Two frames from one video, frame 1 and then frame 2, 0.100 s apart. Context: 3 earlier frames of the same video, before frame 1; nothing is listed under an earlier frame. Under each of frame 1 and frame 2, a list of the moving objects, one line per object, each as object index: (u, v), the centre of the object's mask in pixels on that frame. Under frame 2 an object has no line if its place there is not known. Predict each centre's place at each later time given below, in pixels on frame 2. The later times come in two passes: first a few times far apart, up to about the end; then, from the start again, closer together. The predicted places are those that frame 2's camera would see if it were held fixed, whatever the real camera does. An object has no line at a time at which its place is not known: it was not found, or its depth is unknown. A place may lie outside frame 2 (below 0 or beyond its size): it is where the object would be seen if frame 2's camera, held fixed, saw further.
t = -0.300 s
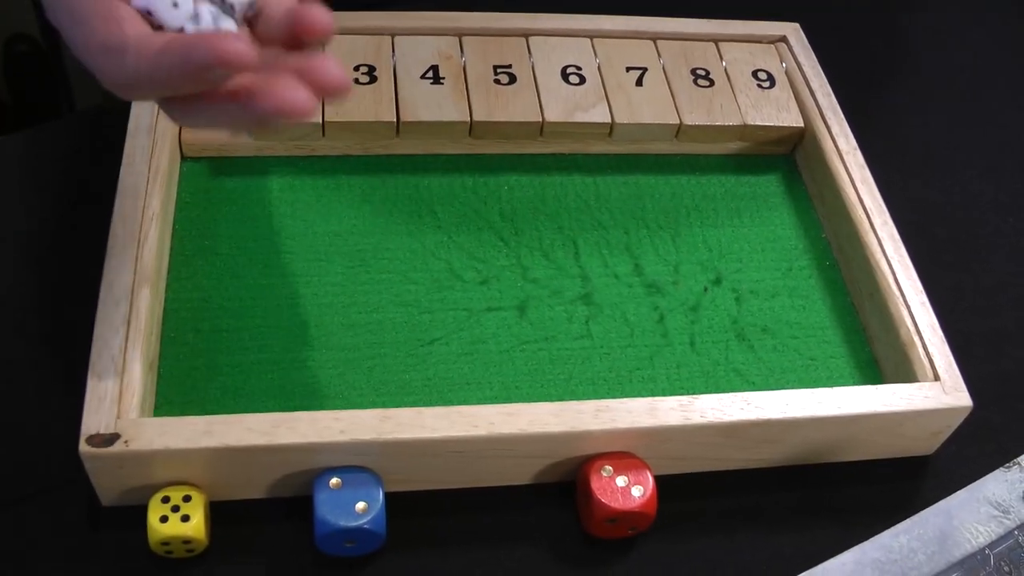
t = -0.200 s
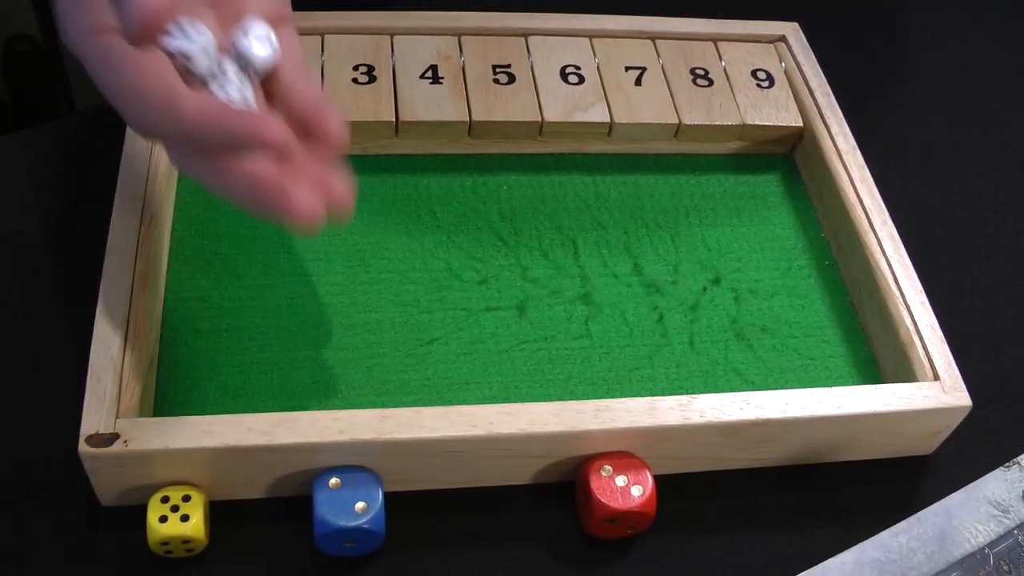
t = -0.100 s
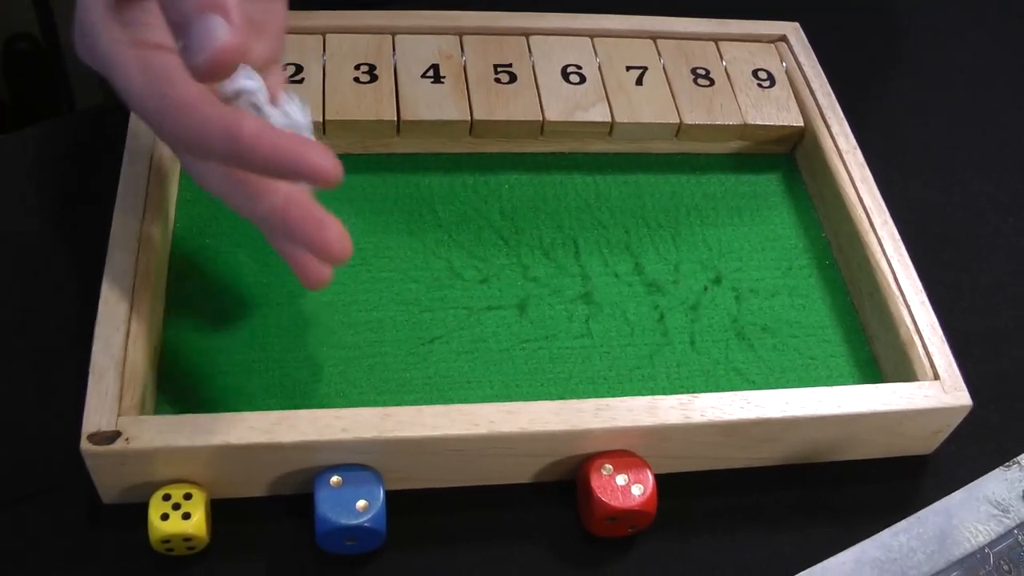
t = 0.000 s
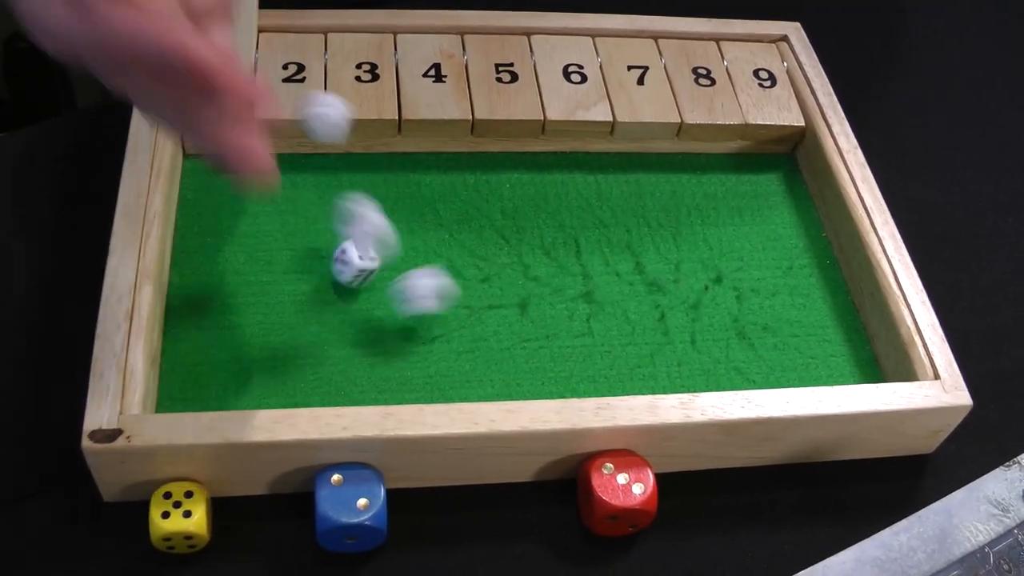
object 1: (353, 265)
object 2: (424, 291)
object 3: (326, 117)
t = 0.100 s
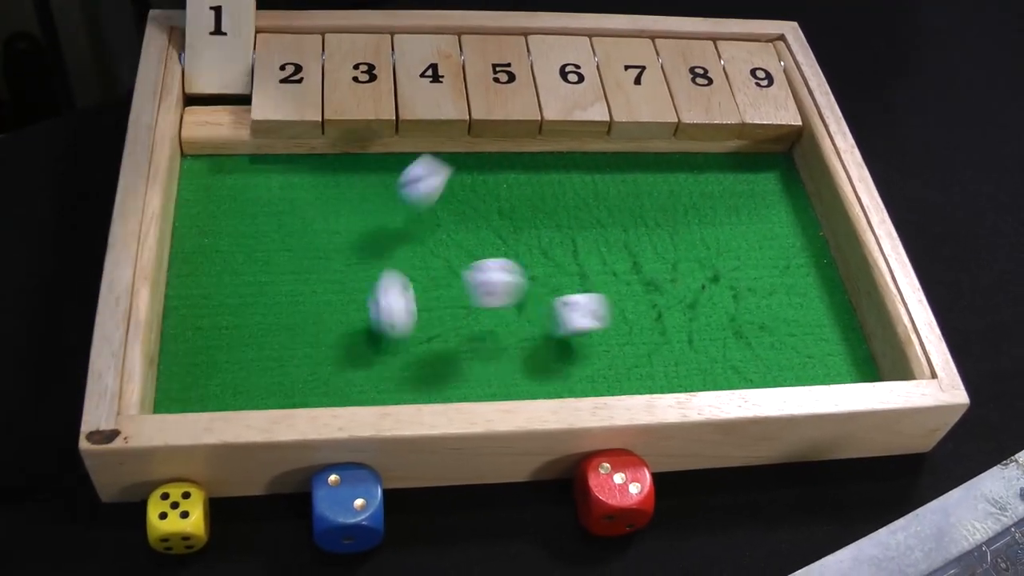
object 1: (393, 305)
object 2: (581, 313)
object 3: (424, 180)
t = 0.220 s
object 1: (414, 384)
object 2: (697, 334)
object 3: (518, 189)
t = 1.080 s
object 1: (427, 379)
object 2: (790, 357)
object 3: (588, 195)
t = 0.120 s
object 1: (396, 323)
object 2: (608, 313)
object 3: (445, 167)
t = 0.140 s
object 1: (397, 328)
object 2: (631, 317)
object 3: (460, 161)
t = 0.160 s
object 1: (401, 344)
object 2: (651, 329)
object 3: (477, 163)
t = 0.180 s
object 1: (401, 362)
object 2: (671, 335)
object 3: (492, 174)
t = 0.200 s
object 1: (407, 376)
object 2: (683, 333)
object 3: (503, 189)
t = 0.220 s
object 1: (414, 384)
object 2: (697, 334)
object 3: (518, 189)
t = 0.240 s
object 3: (525, 184)
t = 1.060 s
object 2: (791, 357)
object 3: (587, 195)
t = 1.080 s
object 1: (427, 379)
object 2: (790, 357)
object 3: (588, 195)
